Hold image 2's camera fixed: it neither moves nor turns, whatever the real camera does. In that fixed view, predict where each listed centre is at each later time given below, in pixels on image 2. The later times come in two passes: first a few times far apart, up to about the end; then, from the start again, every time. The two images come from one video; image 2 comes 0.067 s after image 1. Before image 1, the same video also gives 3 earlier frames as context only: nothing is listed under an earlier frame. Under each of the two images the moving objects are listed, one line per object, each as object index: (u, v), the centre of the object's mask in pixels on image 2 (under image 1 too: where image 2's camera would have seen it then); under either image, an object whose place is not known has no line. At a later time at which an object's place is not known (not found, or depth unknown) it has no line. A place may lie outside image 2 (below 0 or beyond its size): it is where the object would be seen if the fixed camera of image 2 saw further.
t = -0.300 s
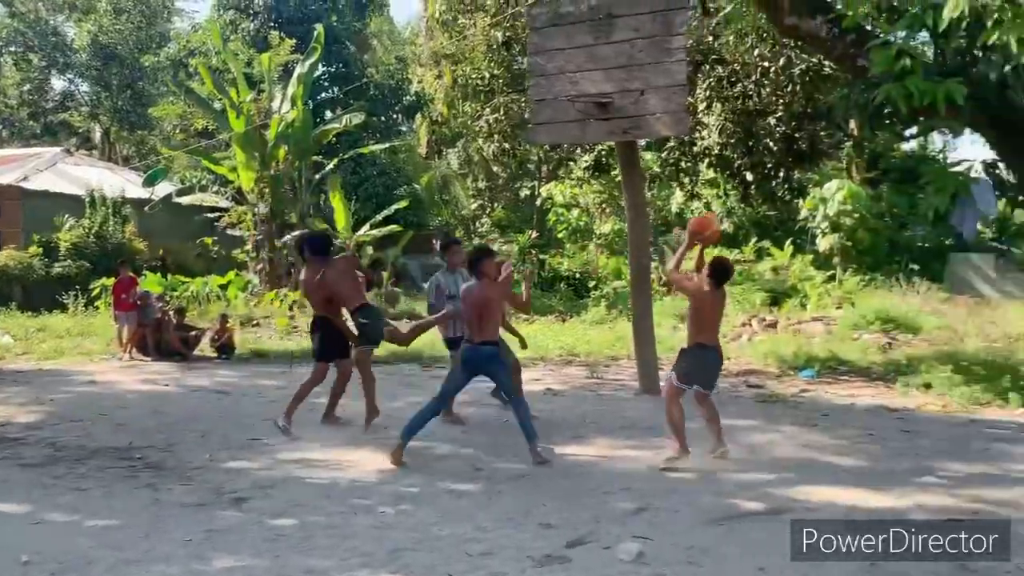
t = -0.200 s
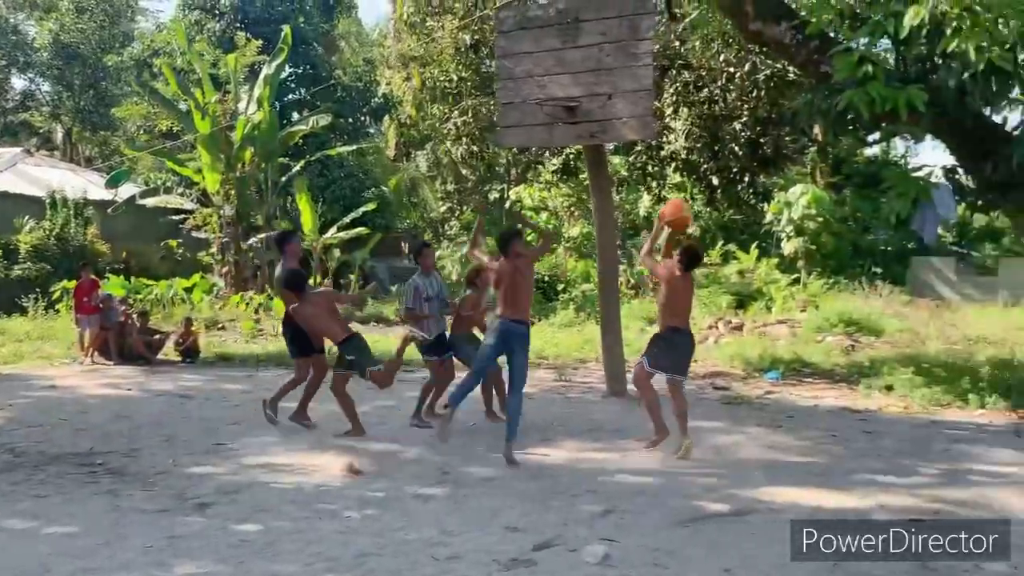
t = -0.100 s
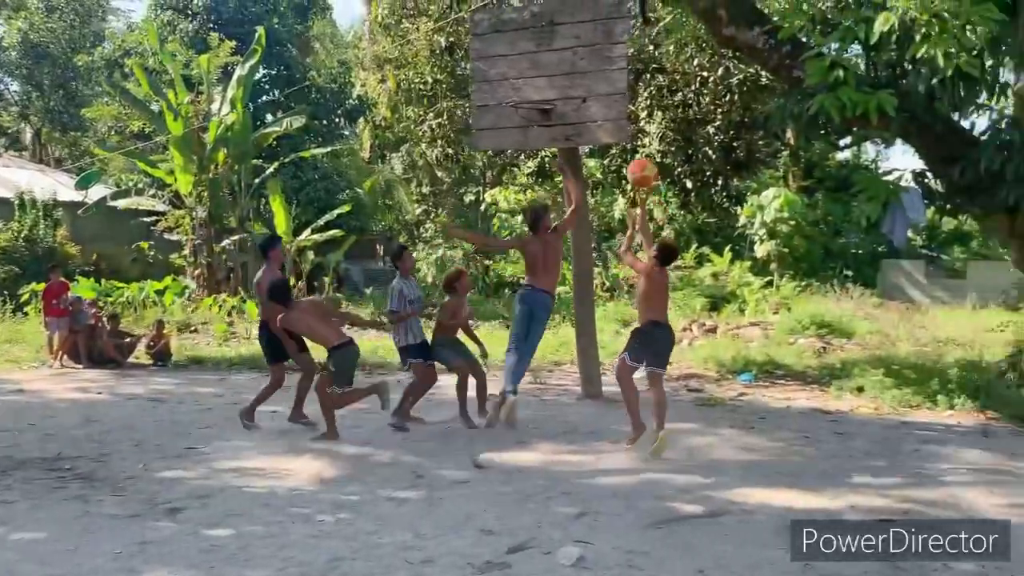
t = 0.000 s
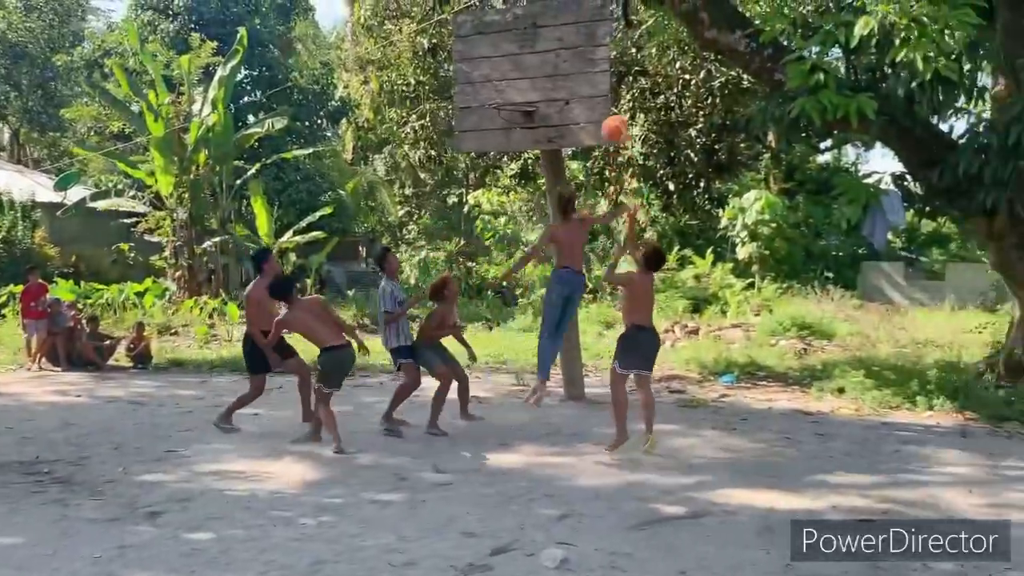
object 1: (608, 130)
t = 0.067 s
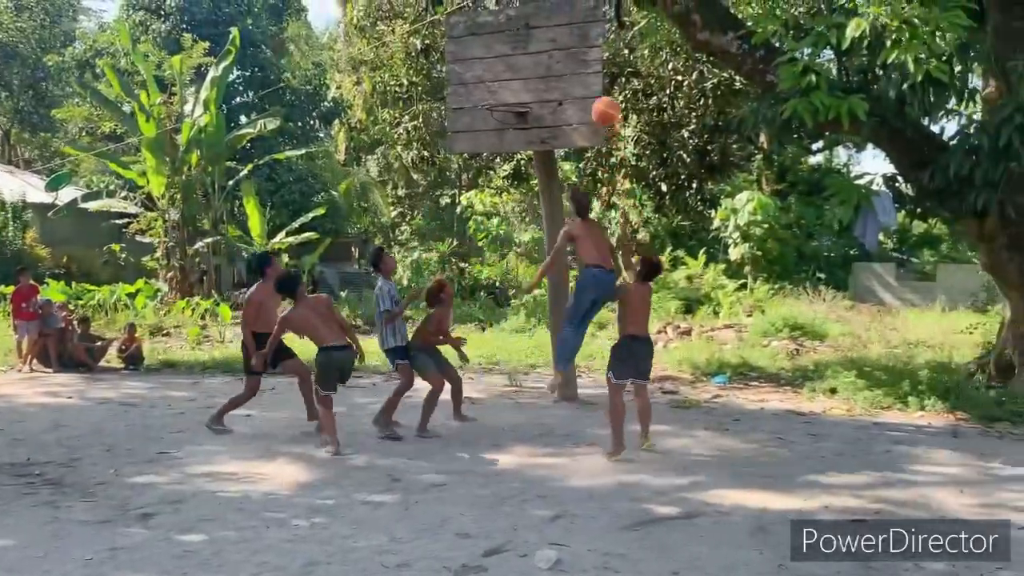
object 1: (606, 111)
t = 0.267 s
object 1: (609, 89)
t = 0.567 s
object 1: (622, 143)
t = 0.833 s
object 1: (634, 308)
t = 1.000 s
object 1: (645, 477)
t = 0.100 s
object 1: (605, 104)
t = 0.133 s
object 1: (604, 96)
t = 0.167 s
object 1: (604, 93)
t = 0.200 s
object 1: (605, 91)
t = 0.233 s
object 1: (606, 91)
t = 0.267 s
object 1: (609, 89)
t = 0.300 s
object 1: (609, 89)
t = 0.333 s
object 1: (609, 90)
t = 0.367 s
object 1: (611, 92)
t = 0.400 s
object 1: (613, 96)
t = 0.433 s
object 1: (615, 103)
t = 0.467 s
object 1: (617, 111)
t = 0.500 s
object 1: (620, 119)
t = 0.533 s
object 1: (620, 131)
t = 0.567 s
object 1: (622, 143)
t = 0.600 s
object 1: (623, 157)
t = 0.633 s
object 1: (625, 174)
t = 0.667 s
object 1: (627, 192)
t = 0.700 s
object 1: (629, 210)
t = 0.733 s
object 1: (630, 234)
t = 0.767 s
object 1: (632, 255)
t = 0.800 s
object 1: (631, 281)
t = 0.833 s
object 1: (634, 308)
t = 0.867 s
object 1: (635, 337)
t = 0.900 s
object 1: (639, 369)
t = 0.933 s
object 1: (639, 403)
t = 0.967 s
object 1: (642, 438)
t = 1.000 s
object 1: (645, 477)
